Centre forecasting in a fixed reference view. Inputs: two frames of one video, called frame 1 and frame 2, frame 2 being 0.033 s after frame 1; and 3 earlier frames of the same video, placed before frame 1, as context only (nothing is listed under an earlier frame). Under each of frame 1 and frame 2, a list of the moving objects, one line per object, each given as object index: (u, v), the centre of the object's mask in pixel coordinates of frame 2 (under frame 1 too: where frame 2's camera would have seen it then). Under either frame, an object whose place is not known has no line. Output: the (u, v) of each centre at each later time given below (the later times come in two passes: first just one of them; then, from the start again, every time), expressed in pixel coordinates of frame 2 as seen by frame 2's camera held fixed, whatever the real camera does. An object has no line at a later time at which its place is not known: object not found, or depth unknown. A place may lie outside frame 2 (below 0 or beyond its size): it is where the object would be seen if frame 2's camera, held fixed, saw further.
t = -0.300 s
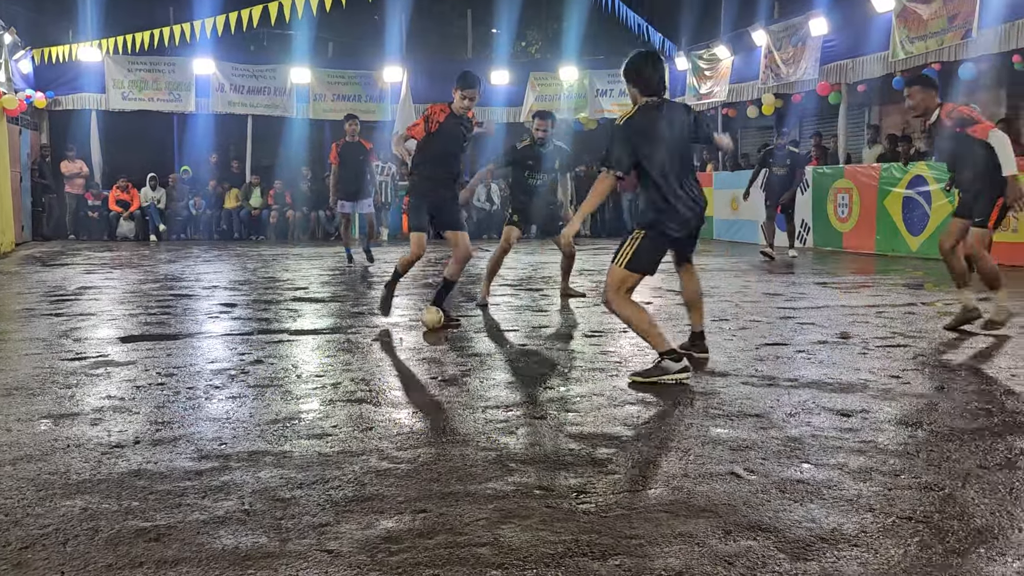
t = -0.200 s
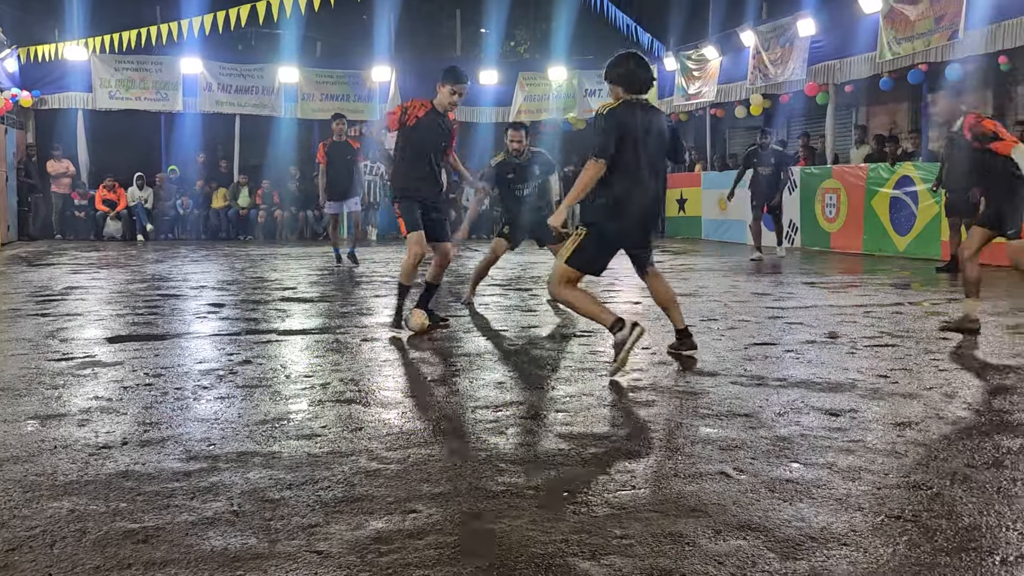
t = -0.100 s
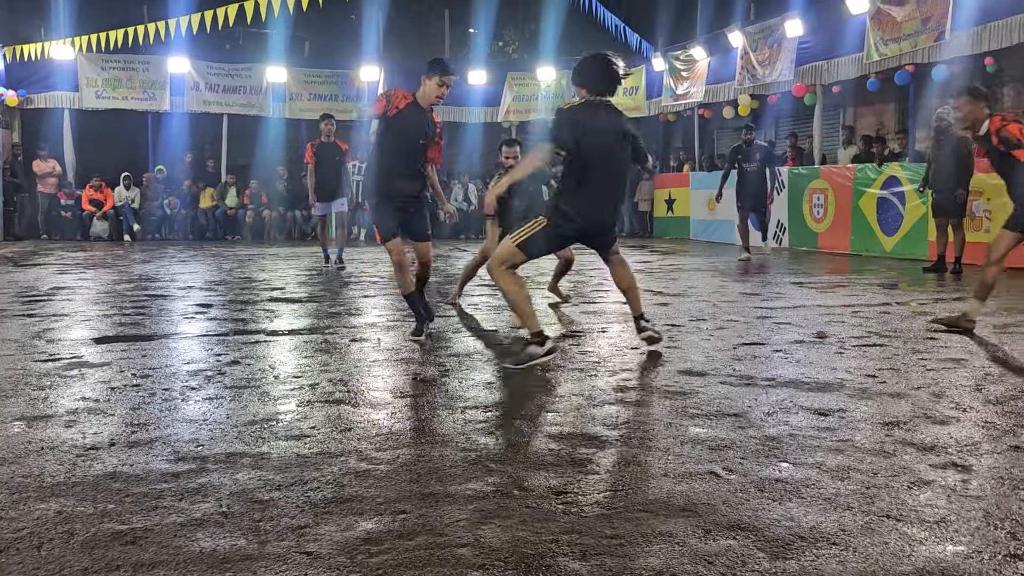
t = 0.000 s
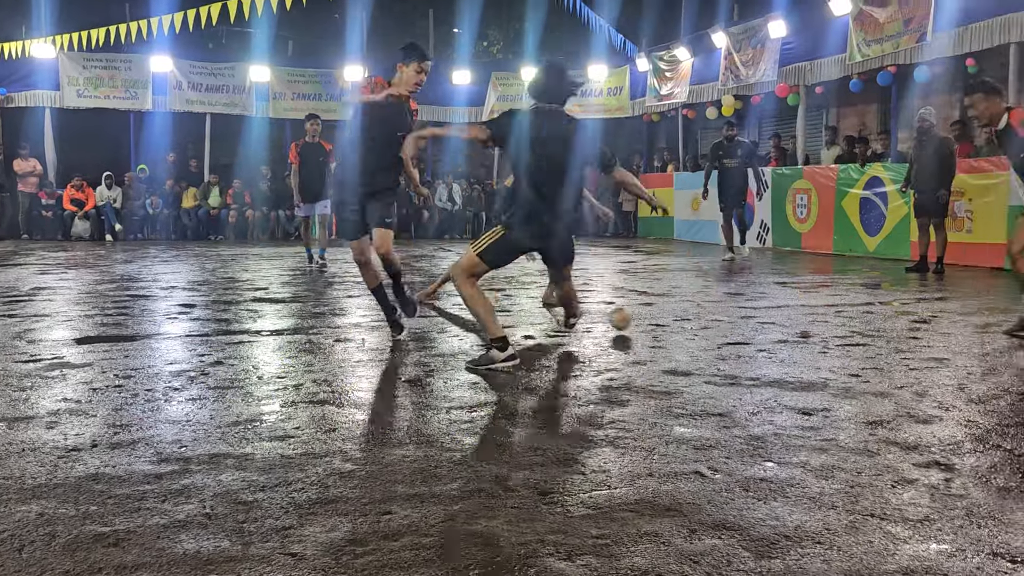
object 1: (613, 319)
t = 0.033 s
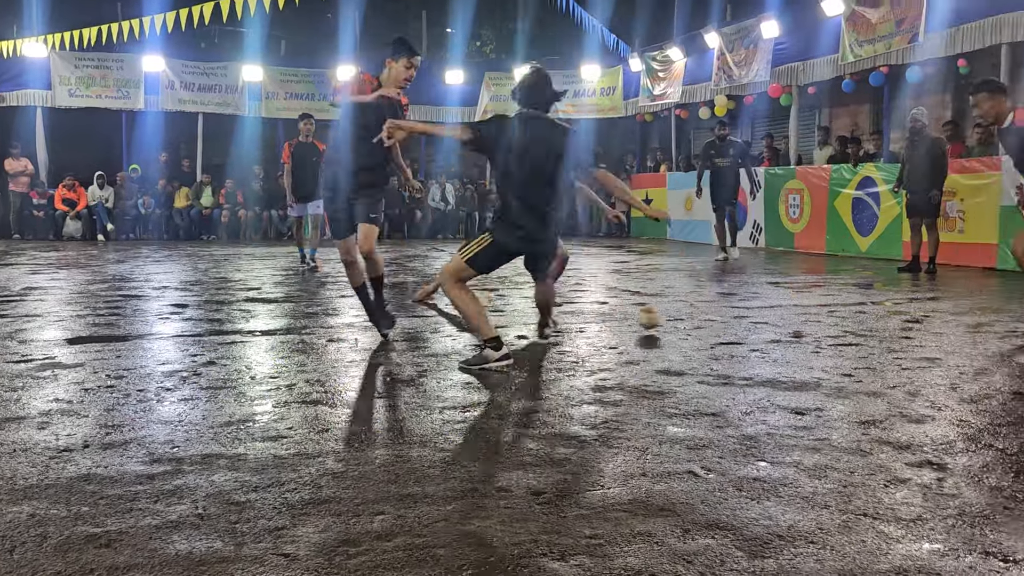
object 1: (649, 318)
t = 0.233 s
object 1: (844, 319)
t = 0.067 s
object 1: (683, 318)
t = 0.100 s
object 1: (718, 320)
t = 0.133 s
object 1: (750, 318)
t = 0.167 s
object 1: (781, 317)
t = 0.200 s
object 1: (813, 319)
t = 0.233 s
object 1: (844, 319)
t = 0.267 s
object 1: (872, 319)
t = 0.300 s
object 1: (900, 318)
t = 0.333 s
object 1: (928, 319)
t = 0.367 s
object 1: (952, 317)
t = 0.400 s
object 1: (978, 315)
